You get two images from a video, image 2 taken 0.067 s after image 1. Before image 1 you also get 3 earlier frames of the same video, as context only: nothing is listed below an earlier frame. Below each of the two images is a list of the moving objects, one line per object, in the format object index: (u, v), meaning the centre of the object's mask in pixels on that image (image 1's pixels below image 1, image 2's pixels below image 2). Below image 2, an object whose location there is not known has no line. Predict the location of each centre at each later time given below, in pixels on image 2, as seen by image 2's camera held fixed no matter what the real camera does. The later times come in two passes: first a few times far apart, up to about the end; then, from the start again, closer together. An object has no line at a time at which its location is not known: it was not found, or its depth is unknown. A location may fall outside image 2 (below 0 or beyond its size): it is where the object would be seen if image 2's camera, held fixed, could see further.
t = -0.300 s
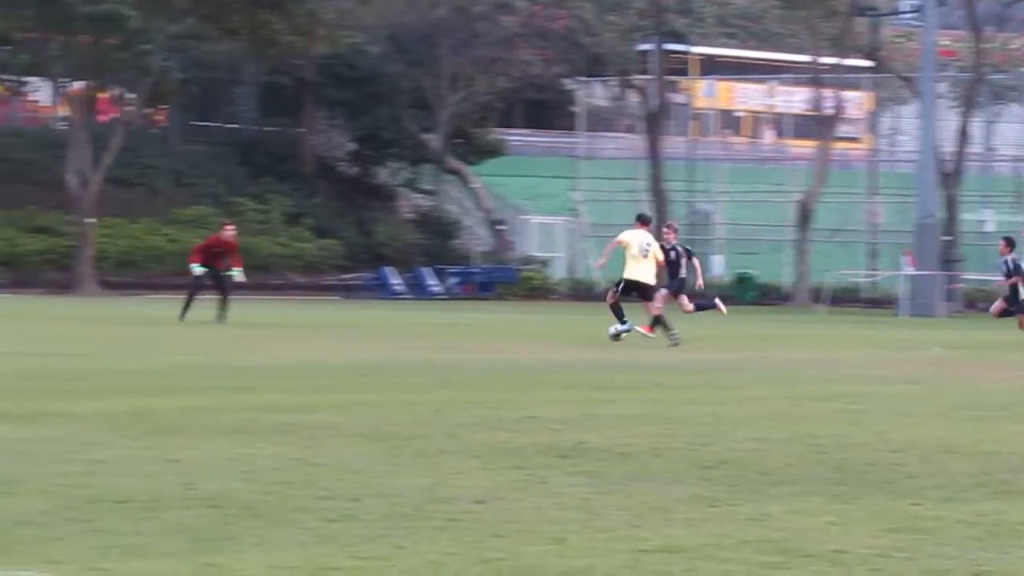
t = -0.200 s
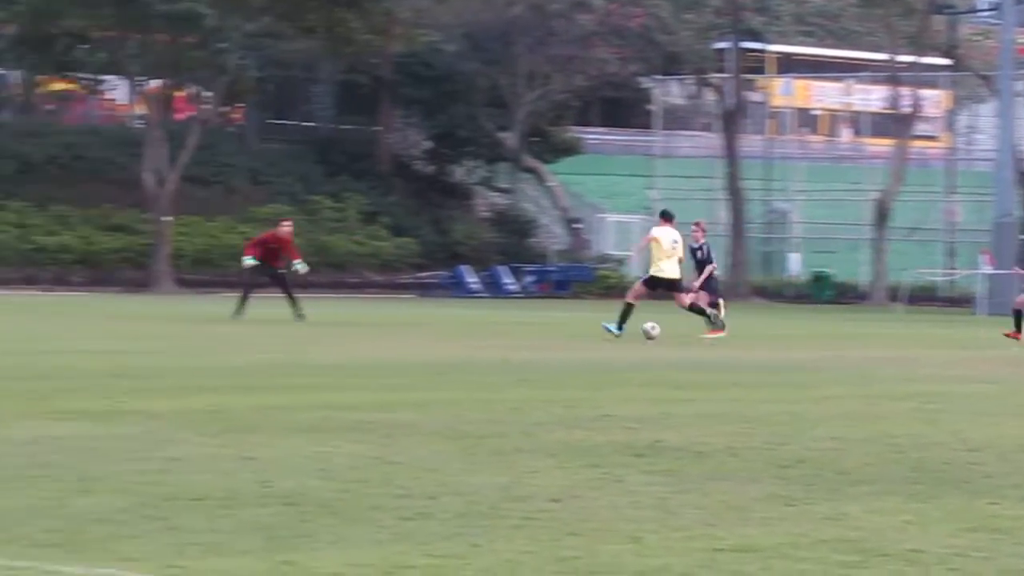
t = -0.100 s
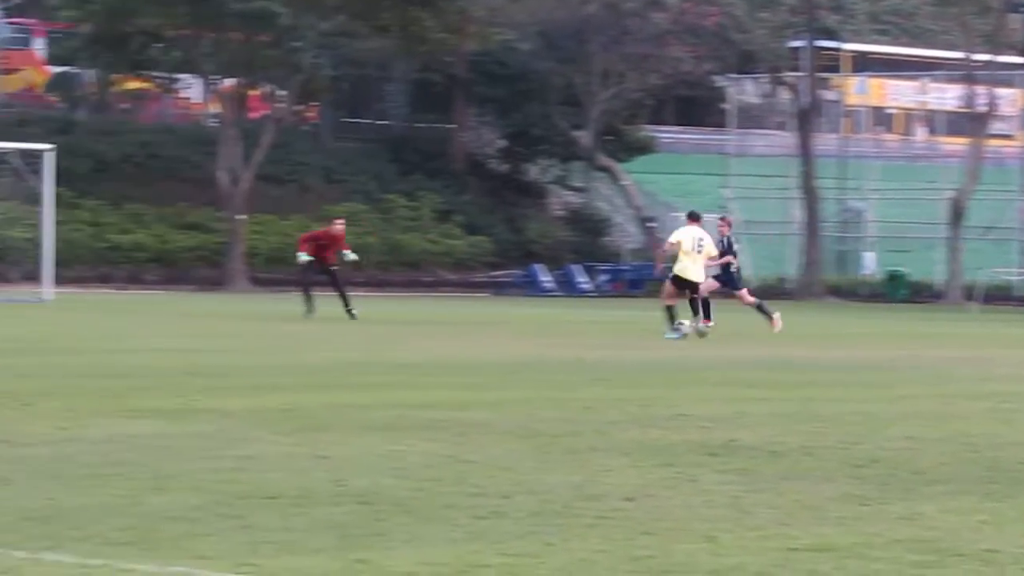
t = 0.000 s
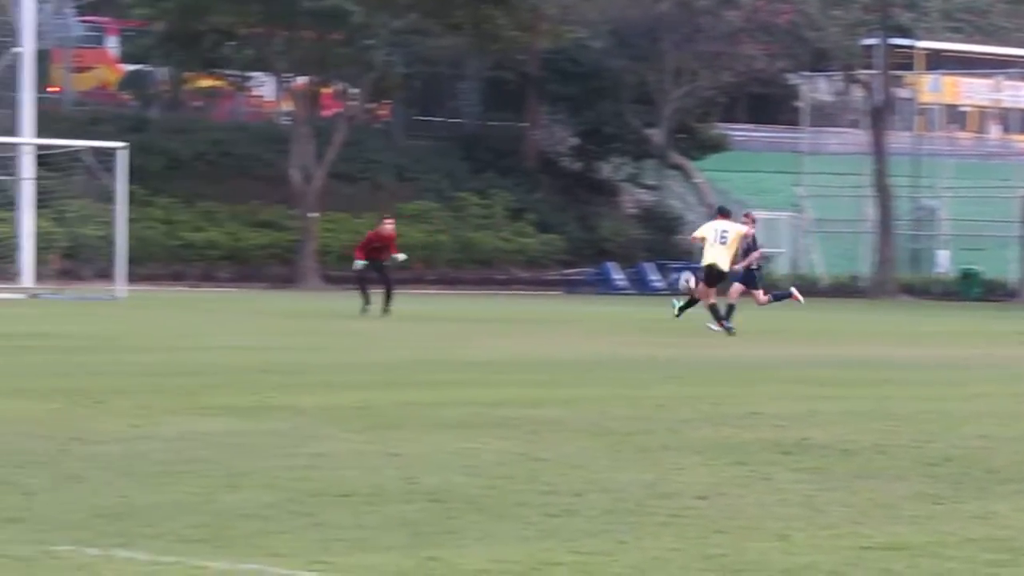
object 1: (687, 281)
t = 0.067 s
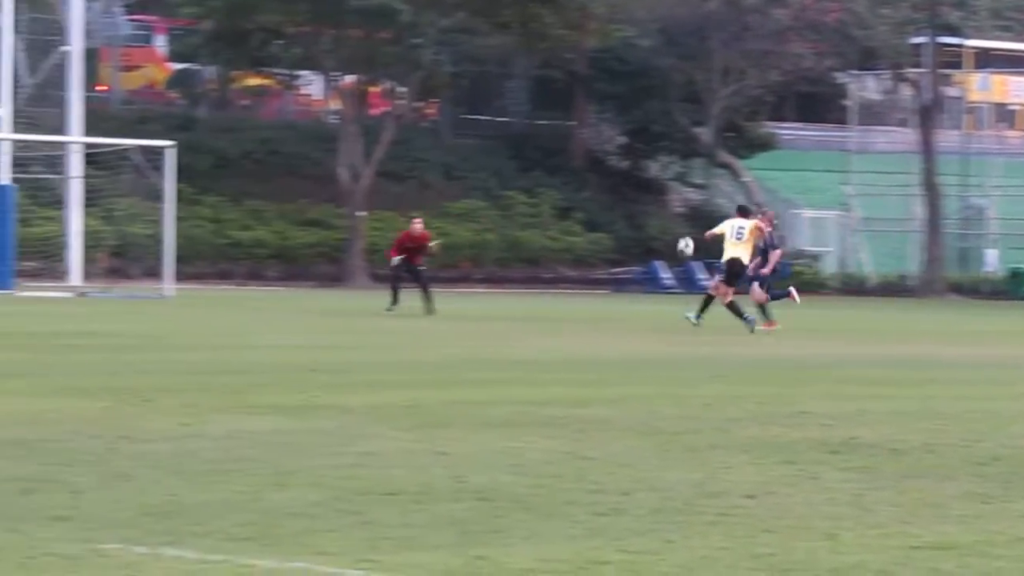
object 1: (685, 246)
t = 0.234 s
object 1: (574, 179)
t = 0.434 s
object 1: (453, 125)
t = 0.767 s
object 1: (276, 91)
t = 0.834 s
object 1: (245, 91)
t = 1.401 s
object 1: (67, 59)
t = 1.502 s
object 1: (56, 38)
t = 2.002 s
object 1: (-7, 26)
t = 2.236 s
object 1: (-35, 76)
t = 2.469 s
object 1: (-65, 157)
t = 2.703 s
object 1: (-91, 273)
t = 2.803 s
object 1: (-104, 264)
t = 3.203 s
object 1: (-155, 168)
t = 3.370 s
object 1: (-175, 158)
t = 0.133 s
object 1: (639, 216)
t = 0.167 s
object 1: (617, 203)
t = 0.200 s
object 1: (595, 190)
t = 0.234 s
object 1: (574, 179)
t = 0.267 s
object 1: (553, 168)
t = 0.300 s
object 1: (532, 158)
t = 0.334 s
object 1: (511, 149)
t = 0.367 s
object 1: (491, 140)
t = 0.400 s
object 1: (472, 132)
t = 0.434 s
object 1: (453, 125)
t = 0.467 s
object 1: (433, 119)
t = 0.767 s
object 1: (276, 91)
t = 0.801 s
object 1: (260, 91)
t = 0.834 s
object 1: (245, 91)
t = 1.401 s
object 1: (67, 59)
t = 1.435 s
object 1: (64, 50)
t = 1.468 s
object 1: (60, 45)
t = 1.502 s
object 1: (56, 38)
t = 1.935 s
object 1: (2, 20)
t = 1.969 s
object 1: (-3, 21)
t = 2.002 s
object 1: (-7, 26)
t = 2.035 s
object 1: (-11, 32)
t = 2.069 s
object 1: (-15, 37)
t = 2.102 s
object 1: (-19, 43)
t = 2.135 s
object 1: (-23, 50)
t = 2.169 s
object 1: (-27, 57)
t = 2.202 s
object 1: (-32, 66)
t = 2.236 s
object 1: (-35, 76)
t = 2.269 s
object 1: (-39, 85)
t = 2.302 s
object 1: (-44, 95)
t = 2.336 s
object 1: (-49, 107)
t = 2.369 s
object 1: (-52, 118)
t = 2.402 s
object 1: (-55, 126)
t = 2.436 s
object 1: (-59, 144)
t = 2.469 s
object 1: (-65, 157)
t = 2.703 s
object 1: (-91, 273)
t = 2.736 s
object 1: (-94, 288)
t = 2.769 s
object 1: (-99, 277)
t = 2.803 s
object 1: (-104, 264)
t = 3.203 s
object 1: (-155, 168)
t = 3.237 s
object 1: (-159, 165)
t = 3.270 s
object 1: (-163, 162)
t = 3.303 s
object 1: (-167, 160)
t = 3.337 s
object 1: (-171, 159)
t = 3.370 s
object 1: (-175, 158)
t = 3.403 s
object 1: (-180, 158)
